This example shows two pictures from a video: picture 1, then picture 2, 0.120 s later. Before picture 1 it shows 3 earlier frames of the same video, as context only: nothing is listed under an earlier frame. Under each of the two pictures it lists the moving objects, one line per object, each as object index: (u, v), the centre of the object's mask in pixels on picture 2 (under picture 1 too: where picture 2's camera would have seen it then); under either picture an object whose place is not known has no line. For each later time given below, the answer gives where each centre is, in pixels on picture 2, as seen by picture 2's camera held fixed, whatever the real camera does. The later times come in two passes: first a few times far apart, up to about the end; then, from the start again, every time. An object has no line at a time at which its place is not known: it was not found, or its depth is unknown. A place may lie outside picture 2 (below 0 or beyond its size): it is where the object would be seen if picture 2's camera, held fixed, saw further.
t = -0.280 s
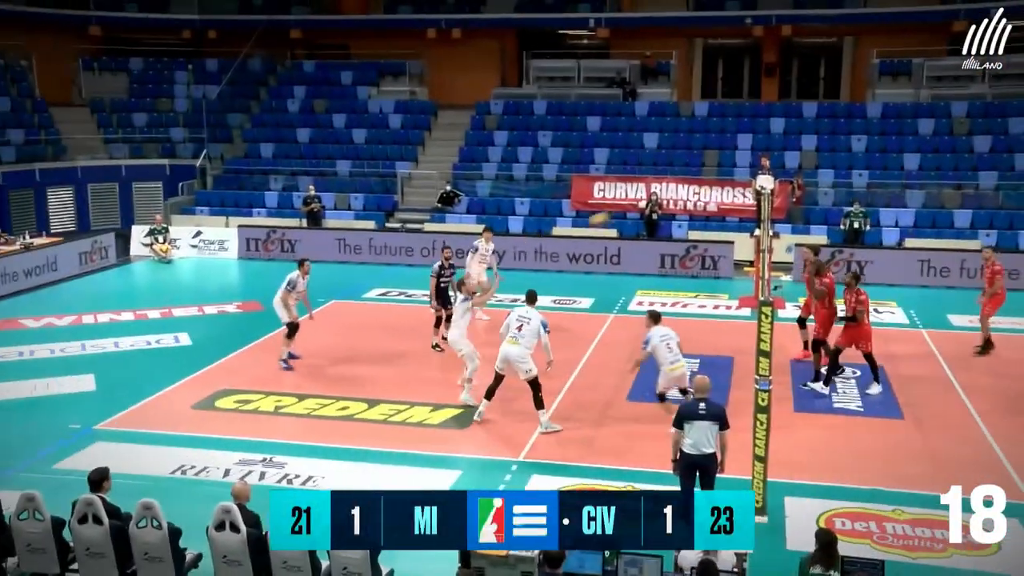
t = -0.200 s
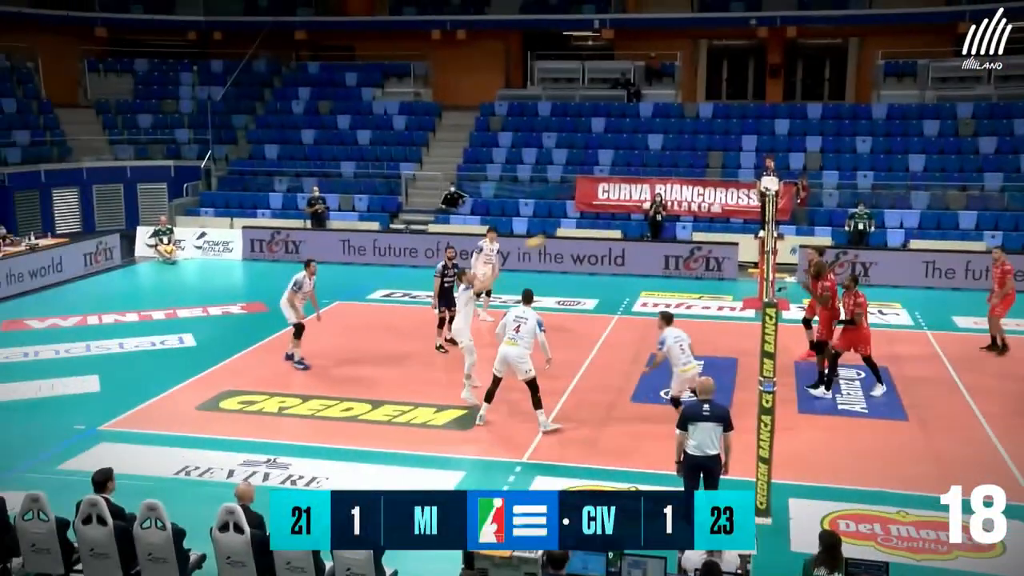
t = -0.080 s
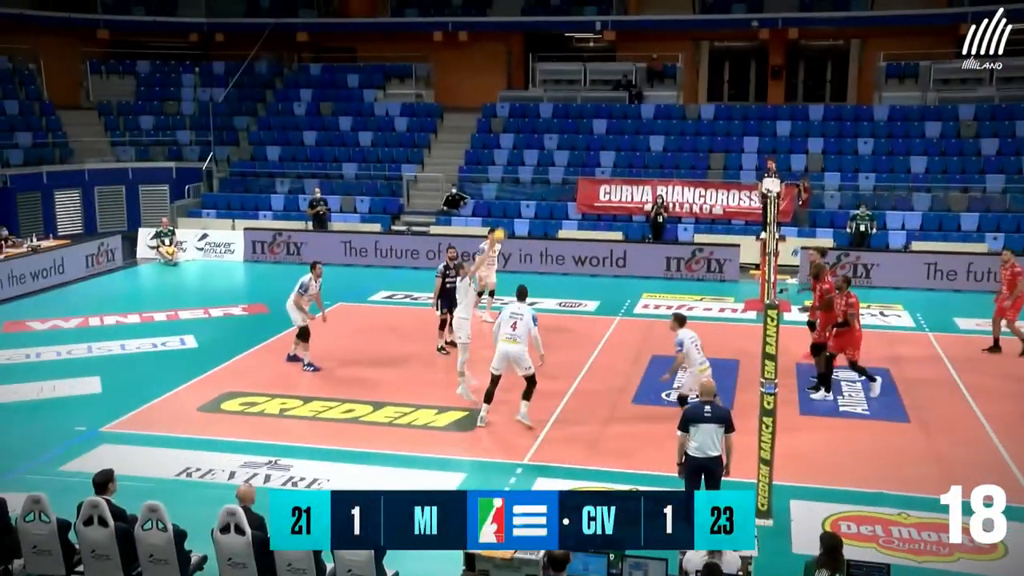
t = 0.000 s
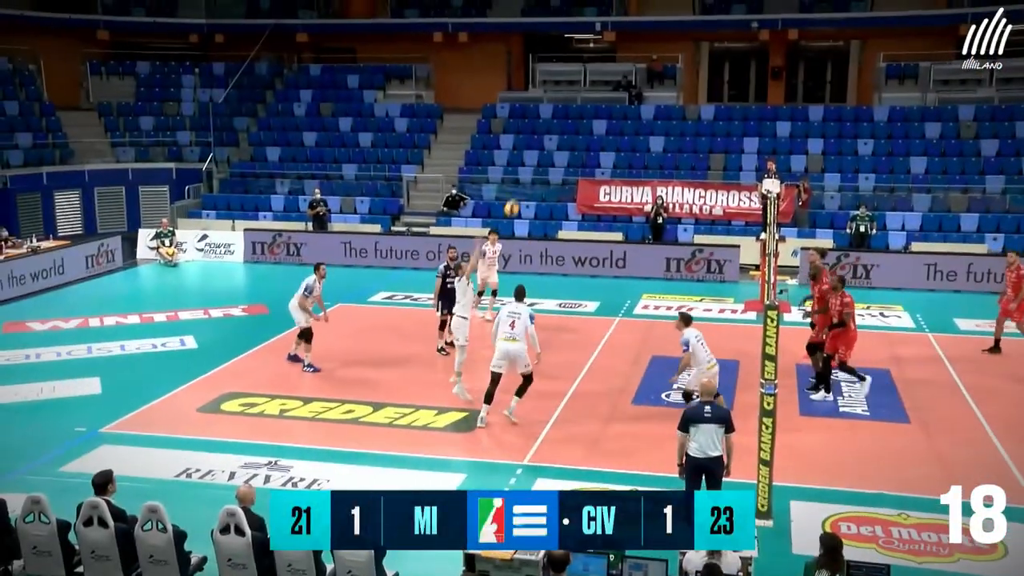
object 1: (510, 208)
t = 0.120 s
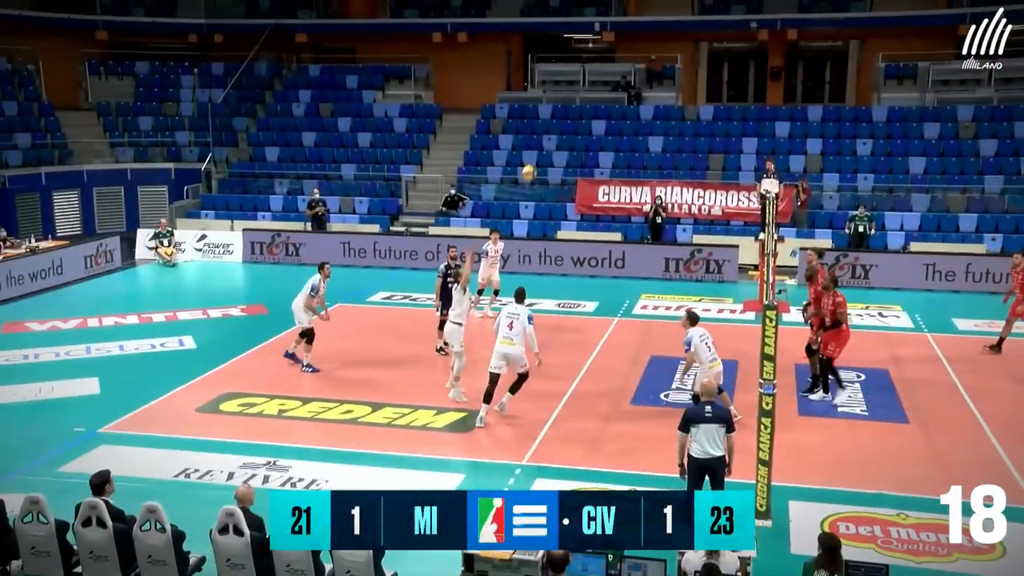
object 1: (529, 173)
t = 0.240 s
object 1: (547, 147)
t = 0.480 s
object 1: (583, 125)
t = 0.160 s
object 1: (535, 163)
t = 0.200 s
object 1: (541, 155)
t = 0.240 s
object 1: (547, 147)
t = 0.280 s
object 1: (553, 141)
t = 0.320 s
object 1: (559, 136)
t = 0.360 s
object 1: (565, 132)
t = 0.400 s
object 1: (571, 129)
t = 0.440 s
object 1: (577, 126)
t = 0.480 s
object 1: (583, 125)
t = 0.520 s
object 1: (589, 125)
